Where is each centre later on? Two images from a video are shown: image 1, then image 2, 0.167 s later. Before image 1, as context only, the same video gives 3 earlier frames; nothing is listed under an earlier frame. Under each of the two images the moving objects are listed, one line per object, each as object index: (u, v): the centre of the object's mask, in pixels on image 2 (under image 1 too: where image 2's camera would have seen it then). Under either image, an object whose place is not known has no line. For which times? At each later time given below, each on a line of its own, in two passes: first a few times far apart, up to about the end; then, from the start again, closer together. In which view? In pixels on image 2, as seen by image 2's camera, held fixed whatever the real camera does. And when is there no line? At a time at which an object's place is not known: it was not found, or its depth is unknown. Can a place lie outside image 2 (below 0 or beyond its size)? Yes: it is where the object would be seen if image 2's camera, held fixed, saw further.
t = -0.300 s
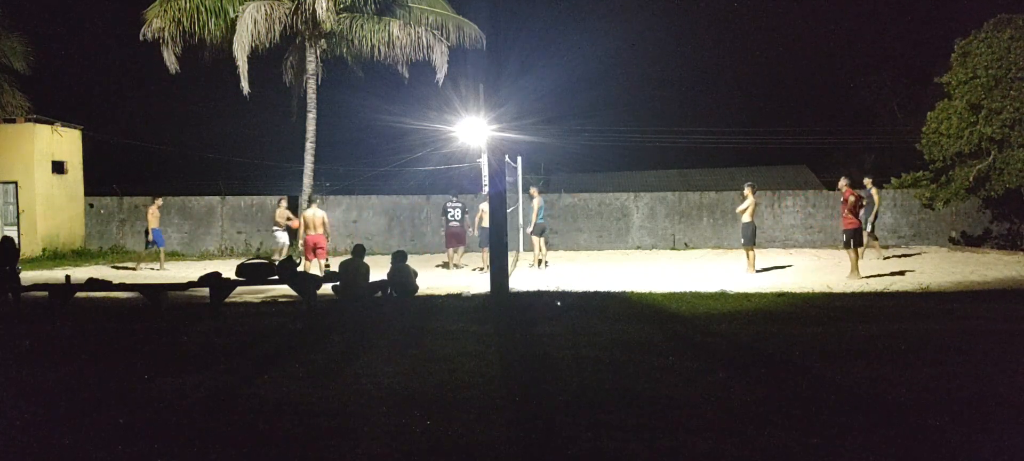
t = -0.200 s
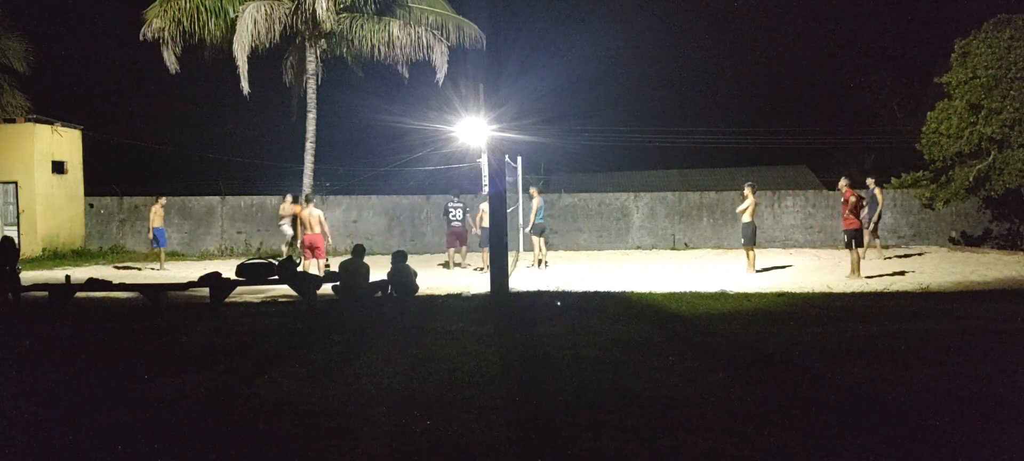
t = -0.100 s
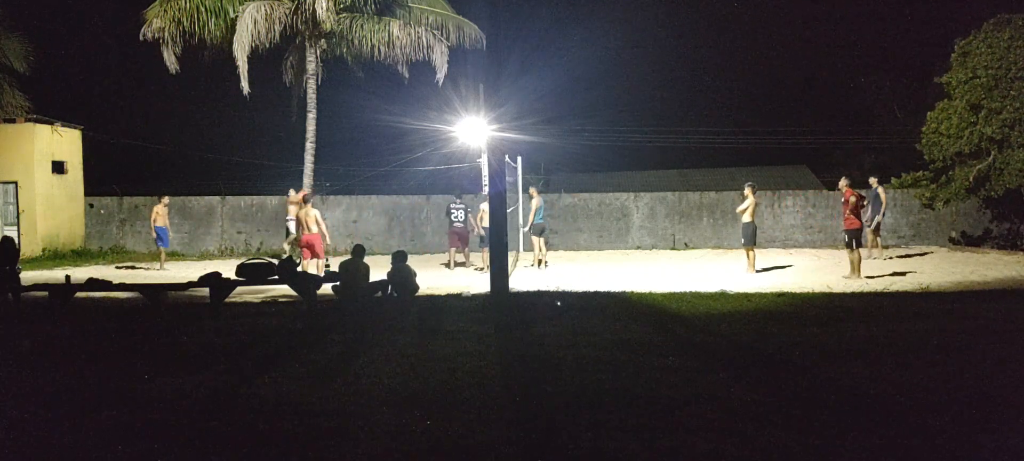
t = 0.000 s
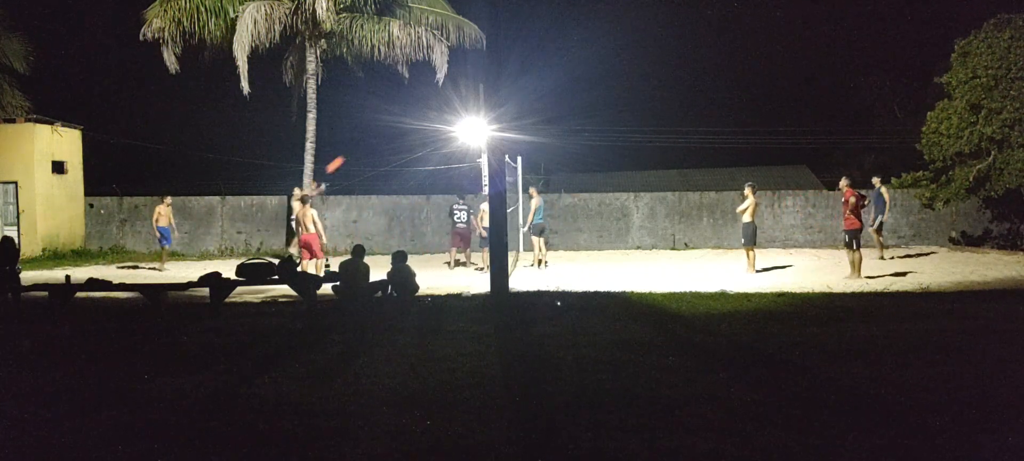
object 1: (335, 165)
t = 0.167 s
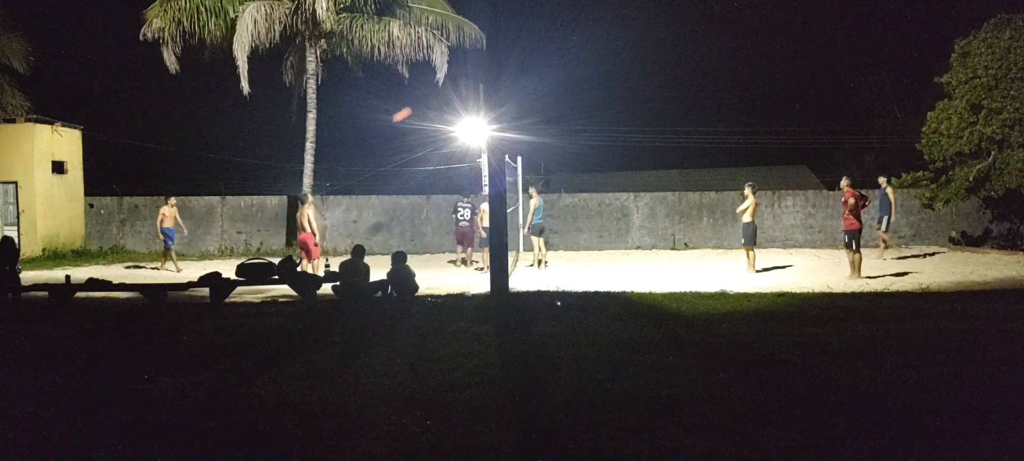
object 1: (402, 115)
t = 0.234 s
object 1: (428, 98)
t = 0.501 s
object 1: (535, 49)
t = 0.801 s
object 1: (654, 28)
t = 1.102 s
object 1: (774, 48)
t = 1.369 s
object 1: (881, 104)
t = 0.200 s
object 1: (416, 106)
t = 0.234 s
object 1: (428, 98)
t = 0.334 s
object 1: (469, 76)
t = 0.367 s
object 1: (480, 71)
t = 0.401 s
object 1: (504, 61)
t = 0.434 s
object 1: (510, 58)
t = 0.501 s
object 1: (535, 49)
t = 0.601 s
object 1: (575, 37)
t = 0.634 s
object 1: (588, 34)
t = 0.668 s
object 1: (601, 32)
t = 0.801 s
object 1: (654, 28)
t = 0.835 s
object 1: (668, 28)
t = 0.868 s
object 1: (681, 28)
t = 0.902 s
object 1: (694, 29)
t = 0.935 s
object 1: (708, 31)
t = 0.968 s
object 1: (721, 34)
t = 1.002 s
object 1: (734, 36)
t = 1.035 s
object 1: (748, 40)
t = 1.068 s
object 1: (761, 43)
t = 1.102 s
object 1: (774, 48)
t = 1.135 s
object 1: (787, 53)
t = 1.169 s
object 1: (801, 58)
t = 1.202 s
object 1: (814, 65)
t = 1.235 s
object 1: (827, 72)
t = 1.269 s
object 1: (841, 79)
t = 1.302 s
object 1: (854, 87)
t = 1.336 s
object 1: (867, 95)
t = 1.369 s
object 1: (881, 104)
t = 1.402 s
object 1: (894, 113)
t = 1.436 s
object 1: (907, 123)
